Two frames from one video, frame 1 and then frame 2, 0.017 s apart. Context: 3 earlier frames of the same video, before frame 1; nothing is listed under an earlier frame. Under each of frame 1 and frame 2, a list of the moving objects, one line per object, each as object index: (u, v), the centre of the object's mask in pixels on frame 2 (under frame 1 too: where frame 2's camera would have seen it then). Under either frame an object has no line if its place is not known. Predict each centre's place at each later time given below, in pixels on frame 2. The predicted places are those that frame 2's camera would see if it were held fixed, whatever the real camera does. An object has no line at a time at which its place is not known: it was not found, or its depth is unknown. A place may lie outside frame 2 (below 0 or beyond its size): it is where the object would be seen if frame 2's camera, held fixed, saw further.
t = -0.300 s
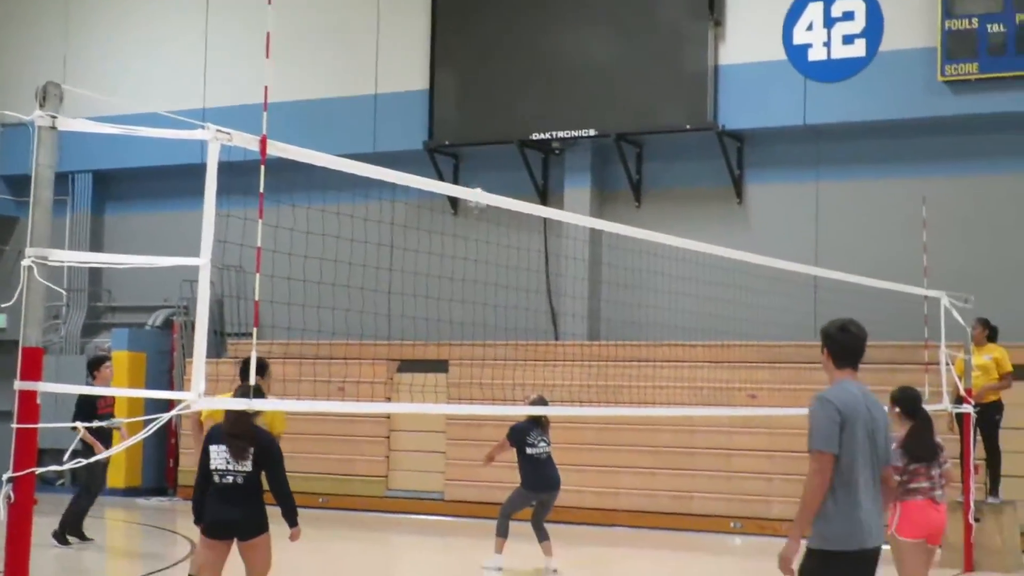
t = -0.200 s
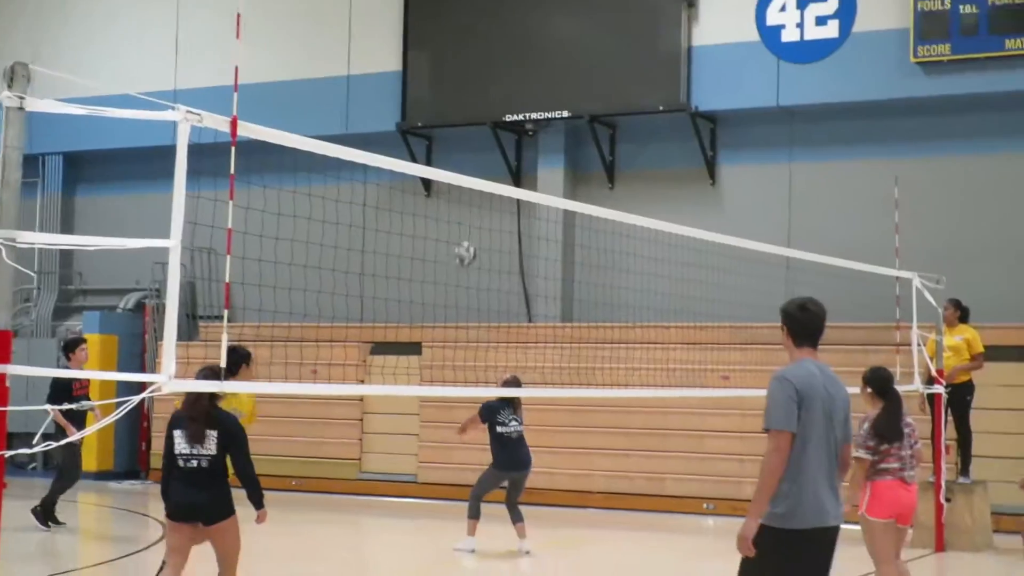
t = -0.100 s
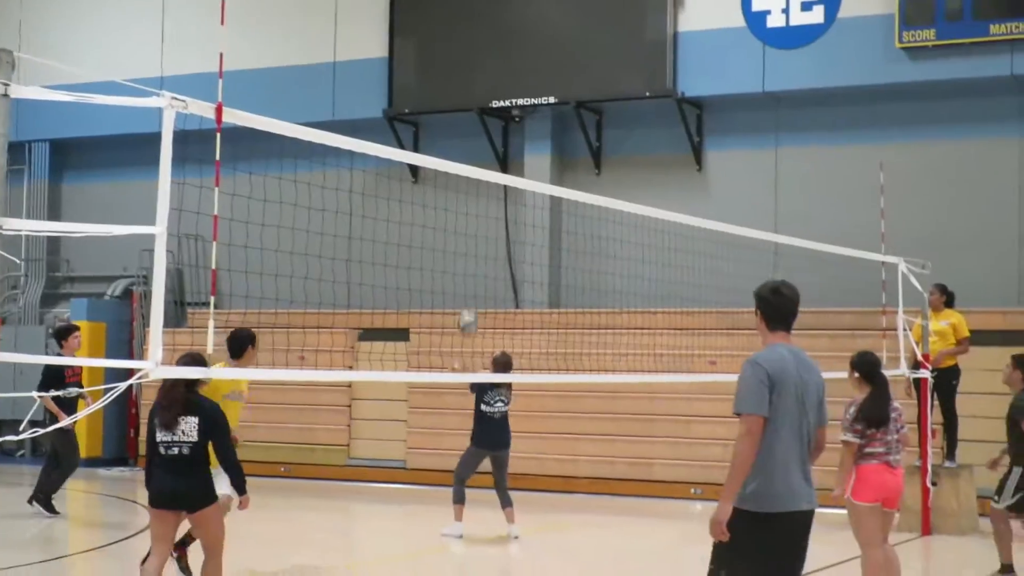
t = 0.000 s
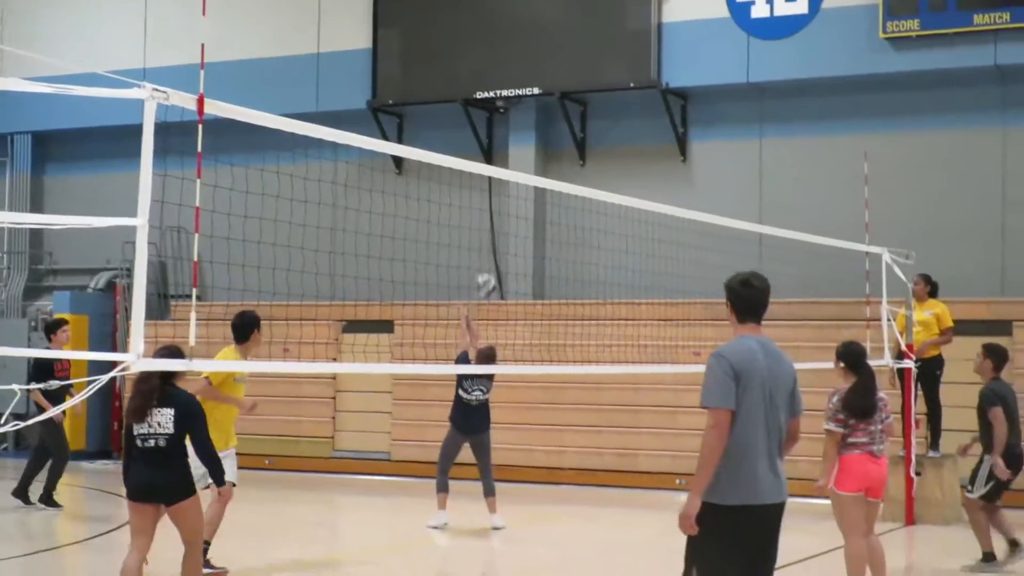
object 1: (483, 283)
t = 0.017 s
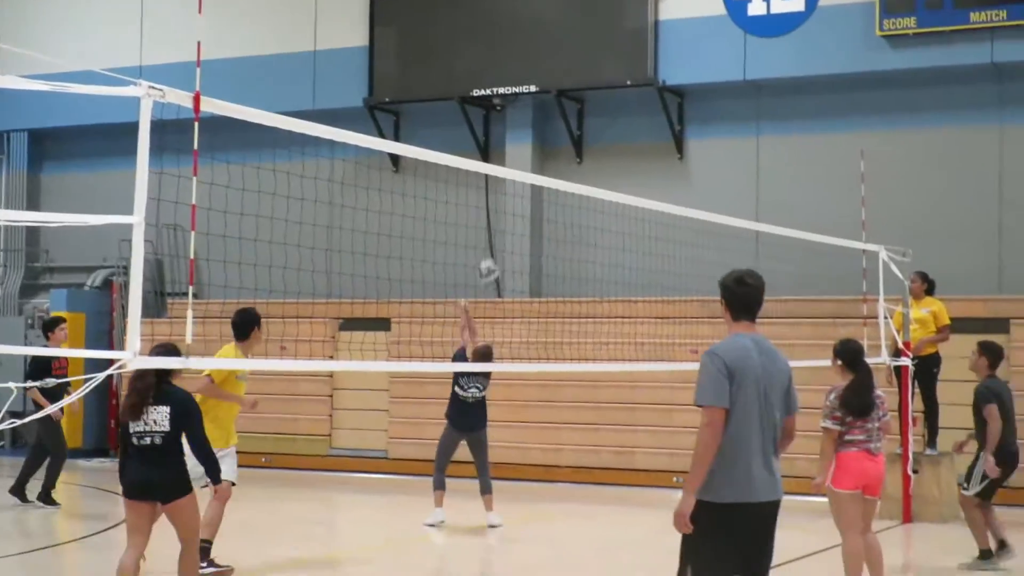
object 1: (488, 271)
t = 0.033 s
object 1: (496, 260)
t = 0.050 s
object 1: (502, 249)
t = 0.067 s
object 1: (508, 239)
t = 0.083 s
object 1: (515, 228)
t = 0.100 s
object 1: (523, 215)
